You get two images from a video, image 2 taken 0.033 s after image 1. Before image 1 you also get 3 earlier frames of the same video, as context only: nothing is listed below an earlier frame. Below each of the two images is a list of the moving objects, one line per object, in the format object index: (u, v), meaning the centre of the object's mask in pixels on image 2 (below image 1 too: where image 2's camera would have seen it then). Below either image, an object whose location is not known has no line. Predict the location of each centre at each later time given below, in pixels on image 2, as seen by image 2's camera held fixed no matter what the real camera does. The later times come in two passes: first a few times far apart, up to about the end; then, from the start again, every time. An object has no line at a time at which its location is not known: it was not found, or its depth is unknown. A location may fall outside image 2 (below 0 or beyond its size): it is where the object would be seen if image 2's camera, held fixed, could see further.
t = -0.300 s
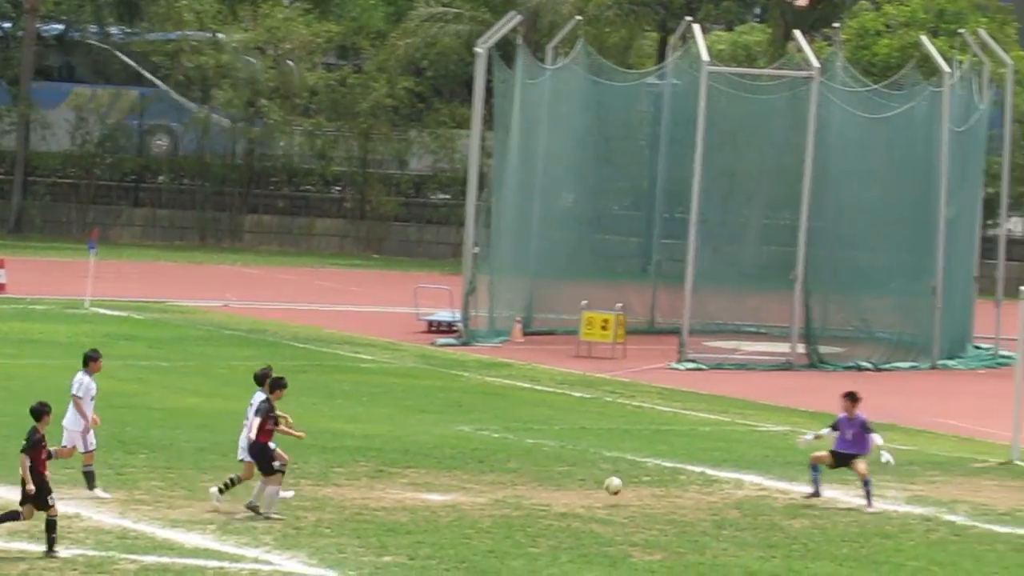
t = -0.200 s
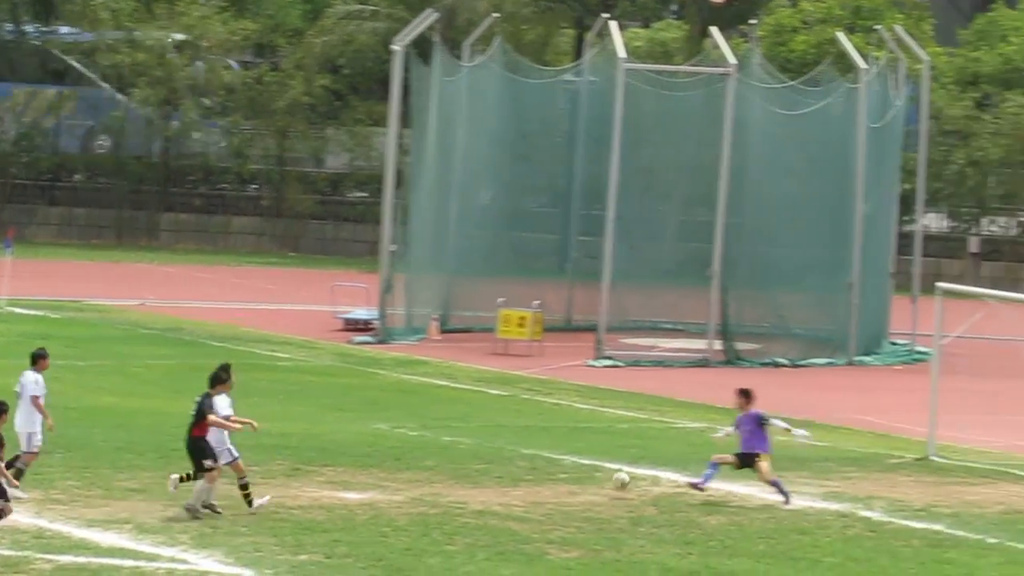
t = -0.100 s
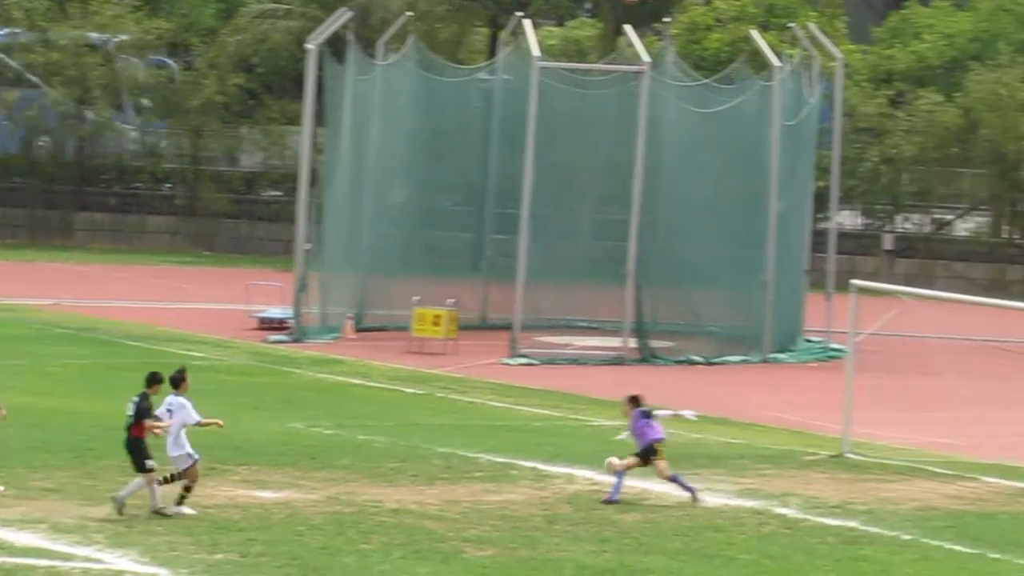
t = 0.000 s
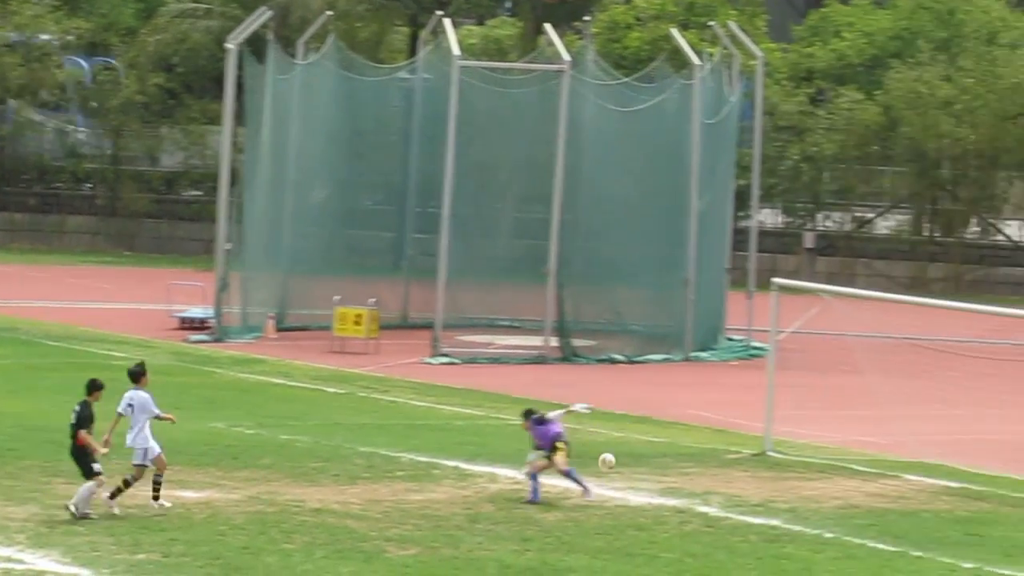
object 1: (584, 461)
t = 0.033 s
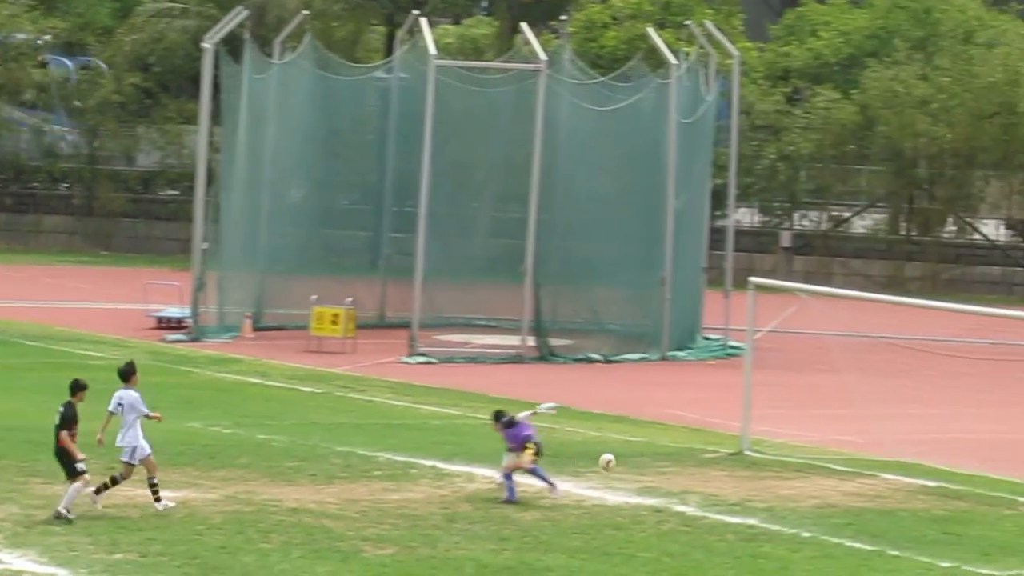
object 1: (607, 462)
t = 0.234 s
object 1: (735, 453)
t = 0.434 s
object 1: (856, 441)
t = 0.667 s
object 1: (969, 463)
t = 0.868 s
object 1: (971, 452)
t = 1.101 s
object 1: (936, 462)
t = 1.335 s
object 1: (916, 462)
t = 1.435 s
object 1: (909, 461)
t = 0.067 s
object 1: (629, 464)
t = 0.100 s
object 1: (651, 468)
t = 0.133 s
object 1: (672, 473)
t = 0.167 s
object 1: (693, 468)
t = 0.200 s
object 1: (715, 460)
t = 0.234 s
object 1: (735, 453)
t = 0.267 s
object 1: (756, 449)
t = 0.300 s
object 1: (777, 445)
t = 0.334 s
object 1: (797, 442)
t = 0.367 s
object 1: (818, 441)
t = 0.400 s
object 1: (836, 440)
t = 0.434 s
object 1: (856, 441)
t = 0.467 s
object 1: (876, 443)
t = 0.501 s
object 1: (894, 445)
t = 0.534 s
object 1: (913, 449)
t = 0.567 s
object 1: (931, 453)
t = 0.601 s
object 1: (946, 458)
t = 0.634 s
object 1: (960, 462)
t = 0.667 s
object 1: (969, 463)
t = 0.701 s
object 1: (977, 463)
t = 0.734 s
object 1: (982, 462)
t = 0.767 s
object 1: (984, 460)
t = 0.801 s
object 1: (980, 457)
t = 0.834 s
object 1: (976, 454)
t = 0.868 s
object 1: (971, 452)
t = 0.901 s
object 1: (966, 451)
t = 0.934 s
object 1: (961, 451)
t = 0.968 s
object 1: (956, 451)
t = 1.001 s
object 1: (951, 453)
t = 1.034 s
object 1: (946, 455)
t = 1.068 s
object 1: (940, 458)
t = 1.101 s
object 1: (936, 462)
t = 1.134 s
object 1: (931, 463)
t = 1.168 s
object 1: (931, 461)
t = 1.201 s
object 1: (929, 460)
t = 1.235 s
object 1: (926, 460)
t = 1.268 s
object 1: (922, 459)
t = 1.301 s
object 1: (919, 461)
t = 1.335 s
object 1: (916, 462)
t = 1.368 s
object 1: (913, 461)
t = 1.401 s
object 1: (911, 461)
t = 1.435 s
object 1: (909, 461)
